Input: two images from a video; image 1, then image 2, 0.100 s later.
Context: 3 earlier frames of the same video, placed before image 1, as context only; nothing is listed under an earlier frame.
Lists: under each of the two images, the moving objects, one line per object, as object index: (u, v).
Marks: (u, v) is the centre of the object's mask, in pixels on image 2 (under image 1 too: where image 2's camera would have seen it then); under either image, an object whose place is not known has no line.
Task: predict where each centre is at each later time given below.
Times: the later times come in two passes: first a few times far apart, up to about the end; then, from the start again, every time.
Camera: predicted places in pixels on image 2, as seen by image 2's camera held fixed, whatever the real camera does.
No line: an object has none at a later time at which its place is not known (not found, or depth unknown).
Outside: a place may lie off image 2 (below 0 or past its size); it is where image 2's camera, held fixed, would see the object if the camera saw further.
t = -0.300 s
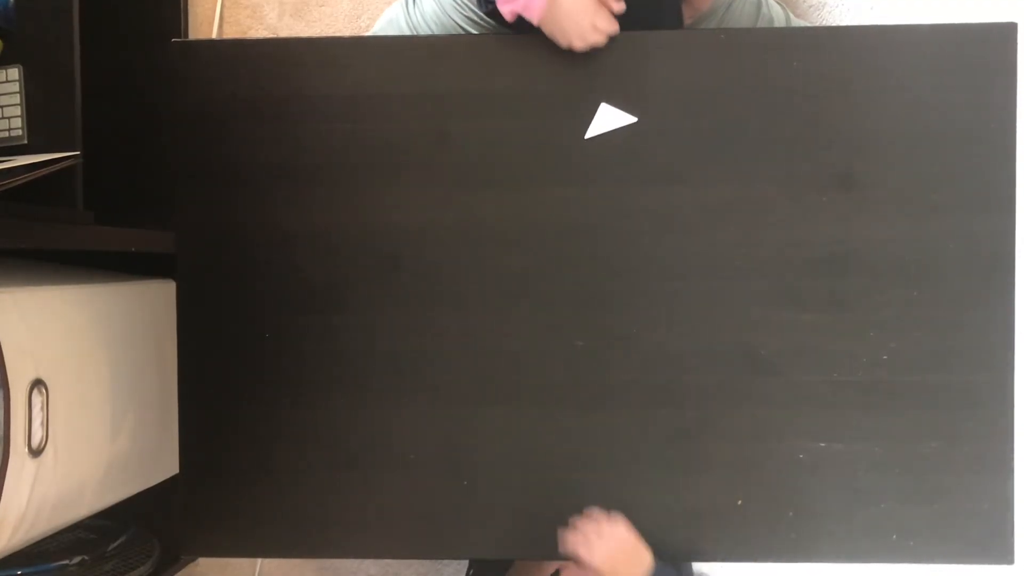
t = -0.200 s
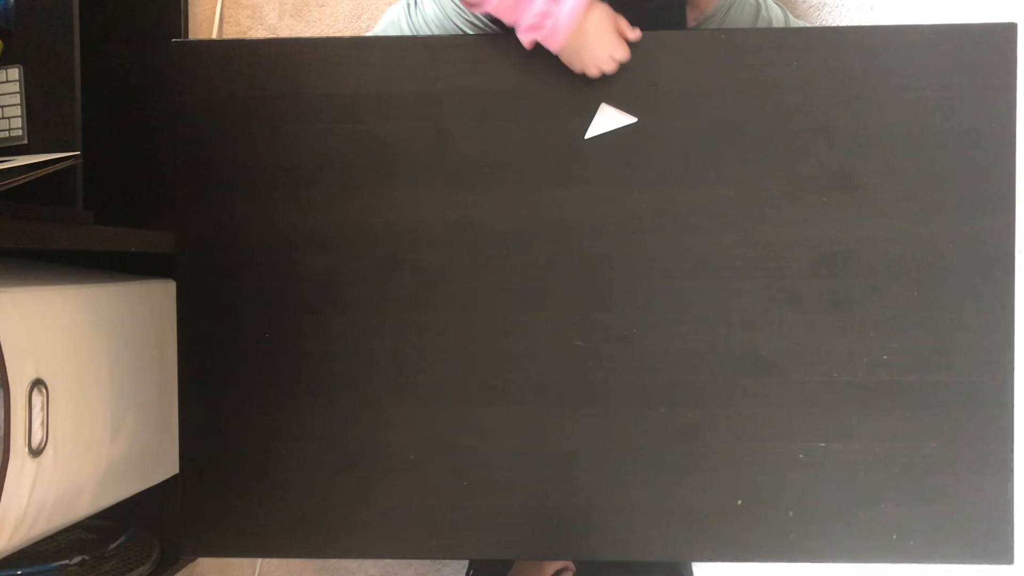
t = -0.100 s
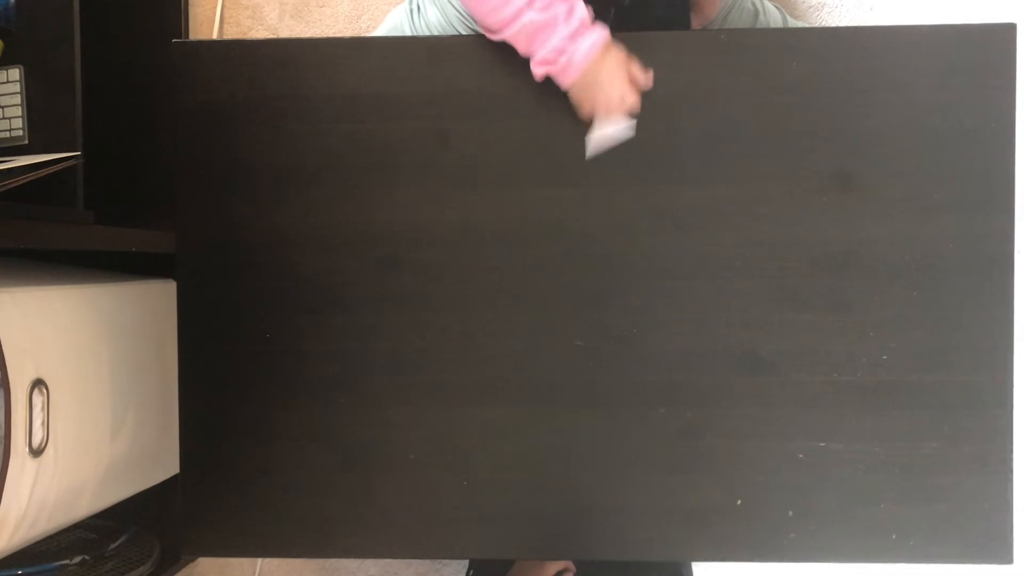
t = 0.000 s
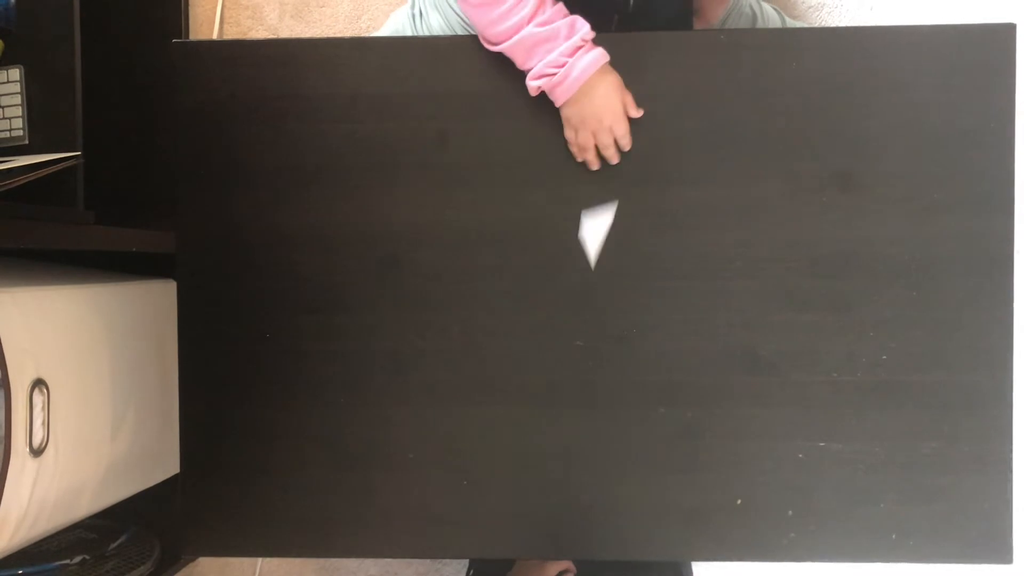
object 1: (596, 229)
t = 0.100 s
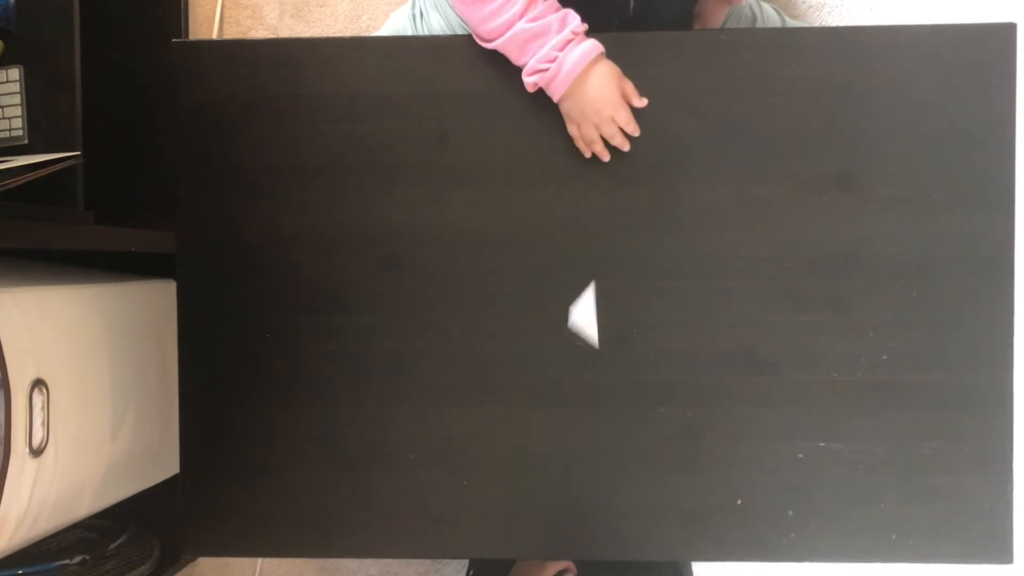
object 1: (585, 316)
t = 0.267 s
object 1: (577, 407)
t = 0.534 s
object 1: (573, 430)
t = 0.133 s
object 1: (583, 340)
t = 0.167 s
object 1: (582, 361)
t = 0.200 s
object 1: (580, 379)
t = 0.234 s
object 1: (579, 394)
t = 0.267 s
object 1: (577, 407)
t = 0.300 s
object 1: (575, 416)
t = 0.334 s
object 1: (574, 423)
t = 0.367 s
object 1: (573, 428)
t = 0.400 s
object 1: (573, 430)
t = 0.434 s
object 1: (573, 430)
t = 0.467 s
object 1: (573, 430)
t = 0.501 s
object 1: (573, 430)
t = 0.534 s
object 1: (573, 430)
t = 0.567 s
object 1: (573, 430)
